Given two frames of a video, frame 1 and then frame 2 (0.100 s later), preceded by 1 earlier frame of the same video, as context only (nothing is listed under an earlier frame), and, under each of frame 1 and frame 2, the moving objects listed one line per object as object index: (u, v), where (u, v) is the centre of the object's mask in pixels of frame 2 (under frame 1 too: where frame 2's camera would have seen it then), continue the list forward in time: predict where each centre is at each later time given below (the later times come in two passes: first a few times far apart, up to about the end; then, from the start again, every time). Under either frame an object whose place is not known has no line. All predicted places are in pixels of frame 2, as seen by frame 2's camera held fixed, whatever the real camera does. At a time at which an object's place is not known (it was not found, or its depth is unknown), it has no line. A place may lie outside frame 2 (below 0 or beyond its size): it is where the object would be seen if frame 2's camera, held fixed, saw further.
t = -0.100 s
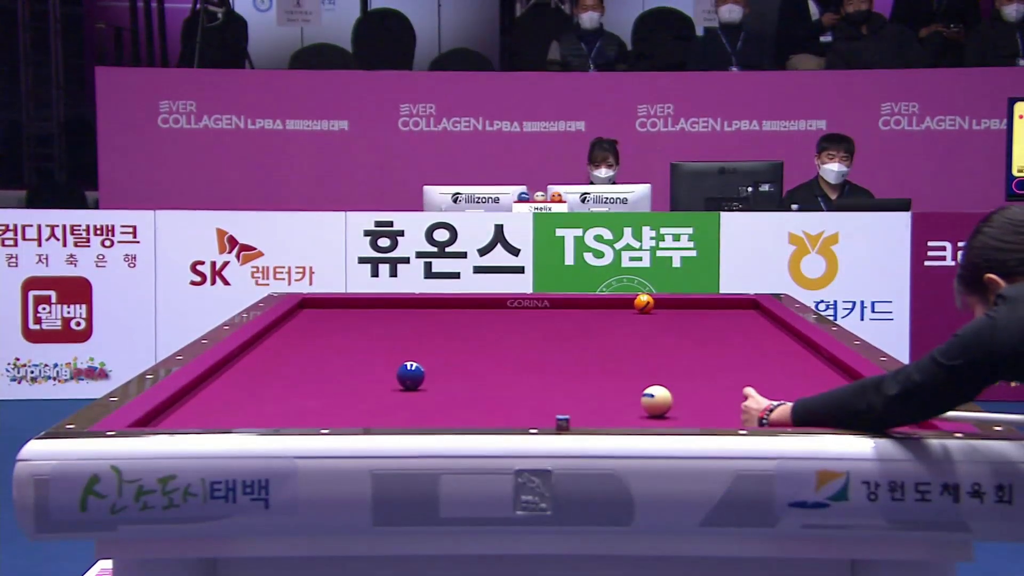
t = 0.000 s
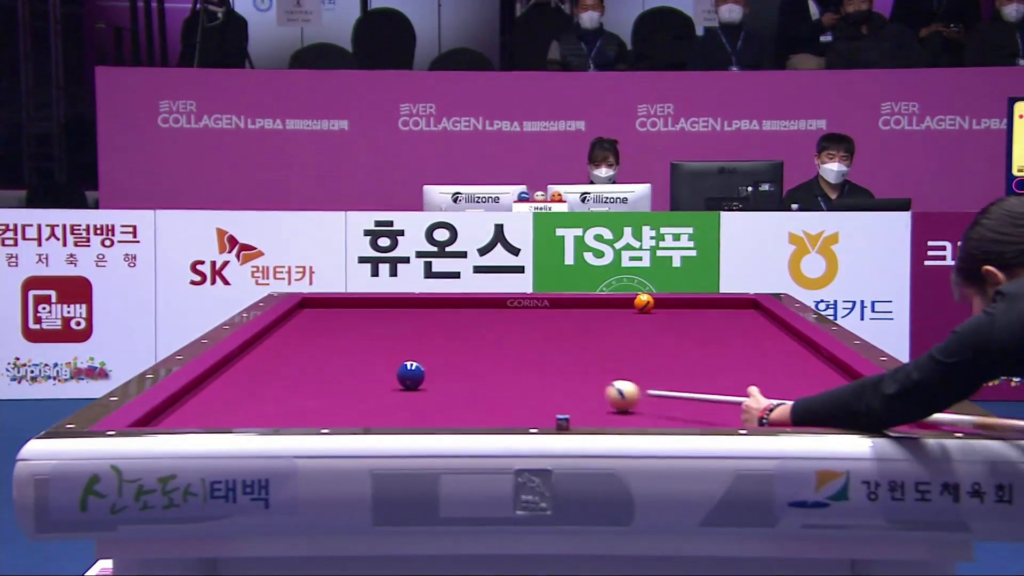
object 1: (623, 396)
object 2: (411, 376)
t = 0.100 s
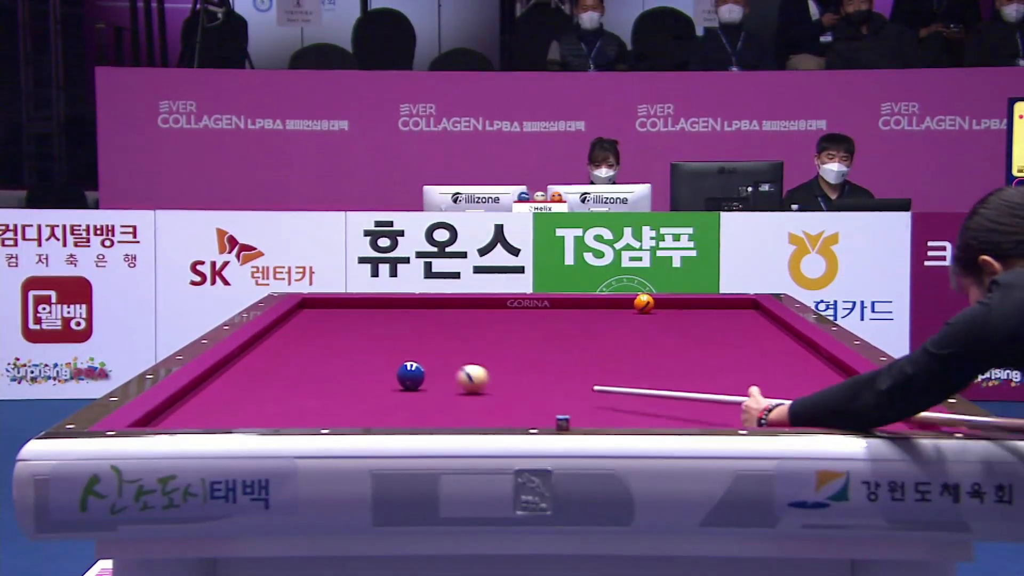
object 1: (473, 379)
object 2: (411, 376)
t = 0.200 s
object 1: (427, 363)
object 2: (326, 377)
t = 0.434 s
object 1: (379, 332)
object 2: (316, 379)
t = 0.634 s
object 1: (343, 318)
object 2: (426, 379)
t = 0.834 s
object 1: (328, 311)
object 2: (474, 380)
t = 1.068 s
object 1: (312, 304)
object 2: (526, 380)
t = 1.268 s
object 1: (323, 300)
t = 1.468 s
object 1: (346, 304)
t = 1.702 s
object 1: (371, 309)
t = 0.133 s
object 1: (438, 373)
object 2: (399, 376)
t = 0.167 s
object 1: (433, 368)
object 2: (366, 376)
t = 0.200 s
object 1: (427, 363)
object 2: (326, 377)
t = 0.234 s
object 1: (421, 357)
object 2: (286, 378)
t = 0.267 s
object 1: (415, 354)
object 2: (253, 378)
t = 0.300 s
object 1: (408, 349)
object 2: (214, 379)
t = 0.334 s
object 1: (401, 344)
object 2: (233, 379)
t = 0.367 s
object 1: (395, 341)
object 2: (258, 379)
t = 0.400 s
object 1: (387, 336)
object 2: (288, 379)
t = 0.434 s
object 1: (379, 332)
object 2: (316, 379)
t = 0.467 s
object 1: (372, 330)
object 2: (339, 379)
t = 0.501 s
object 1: (363, 326)
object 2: (366, 380)
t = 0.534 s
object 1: (357, 324)
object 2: (384, 380)
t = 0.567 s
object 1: (352, 321)
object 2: (401, 380)
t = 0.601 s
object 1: (348, 319)
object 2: (413, 380)
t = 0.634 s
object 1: (343, 318)
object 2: (426, 379)
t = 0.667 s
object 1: (341, 317)
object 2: (434, 380)
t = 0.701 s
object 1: (338, 316)
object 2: (443, 380)
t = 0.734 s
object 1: (336, 315)
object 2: (450, 380)
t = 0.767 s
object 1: (333, 313)
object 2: (458, 380)
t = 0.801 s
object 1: (331, 312)
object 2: (466, 380)
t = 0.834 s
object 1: (328, 311)
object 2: (474, 380)
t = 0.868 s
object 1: (326, 311)
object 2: (481, 380)
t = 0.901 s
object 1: (323, 309)
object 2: (488, 380)
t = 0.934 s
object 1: (321, 308)
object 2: (496, 380)
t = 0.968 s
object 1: (318, 307)
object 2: (504, 380)
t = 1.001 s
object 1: (316, 306)
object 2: (511, 380)
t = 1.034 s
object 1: (314, 305)
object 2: (519, 380)
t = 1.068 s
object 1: (312, 304)
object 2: (526, 380)
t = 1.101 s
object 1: (309, 304)
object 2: (534, 380)
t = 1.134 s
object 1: (308, 303)
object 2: (541, 380)
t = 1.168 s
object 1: (311, 302)
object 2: (549, 380)
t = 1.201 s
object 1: (315, 301)
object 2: (556, 380)
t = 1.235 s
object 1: (319, 300)
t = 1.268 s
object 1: (323, 300)
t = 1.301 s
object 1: (327, 301)
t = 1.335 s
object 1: (331, 302)
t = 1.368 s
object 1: (334, 302)
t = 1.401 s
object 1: (338, 303)
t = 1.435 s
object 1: (342, 304)
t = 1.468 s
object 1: (346, 304)
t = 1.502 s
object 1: (350, 305)
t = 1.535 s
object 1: (354, 305)
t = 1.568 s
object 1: (358, 306)
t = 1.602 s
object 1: (362, 307)
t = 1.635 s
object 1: (365, 308)
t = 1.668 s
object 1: (369, 309)
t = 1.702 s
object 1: (371, 309)
